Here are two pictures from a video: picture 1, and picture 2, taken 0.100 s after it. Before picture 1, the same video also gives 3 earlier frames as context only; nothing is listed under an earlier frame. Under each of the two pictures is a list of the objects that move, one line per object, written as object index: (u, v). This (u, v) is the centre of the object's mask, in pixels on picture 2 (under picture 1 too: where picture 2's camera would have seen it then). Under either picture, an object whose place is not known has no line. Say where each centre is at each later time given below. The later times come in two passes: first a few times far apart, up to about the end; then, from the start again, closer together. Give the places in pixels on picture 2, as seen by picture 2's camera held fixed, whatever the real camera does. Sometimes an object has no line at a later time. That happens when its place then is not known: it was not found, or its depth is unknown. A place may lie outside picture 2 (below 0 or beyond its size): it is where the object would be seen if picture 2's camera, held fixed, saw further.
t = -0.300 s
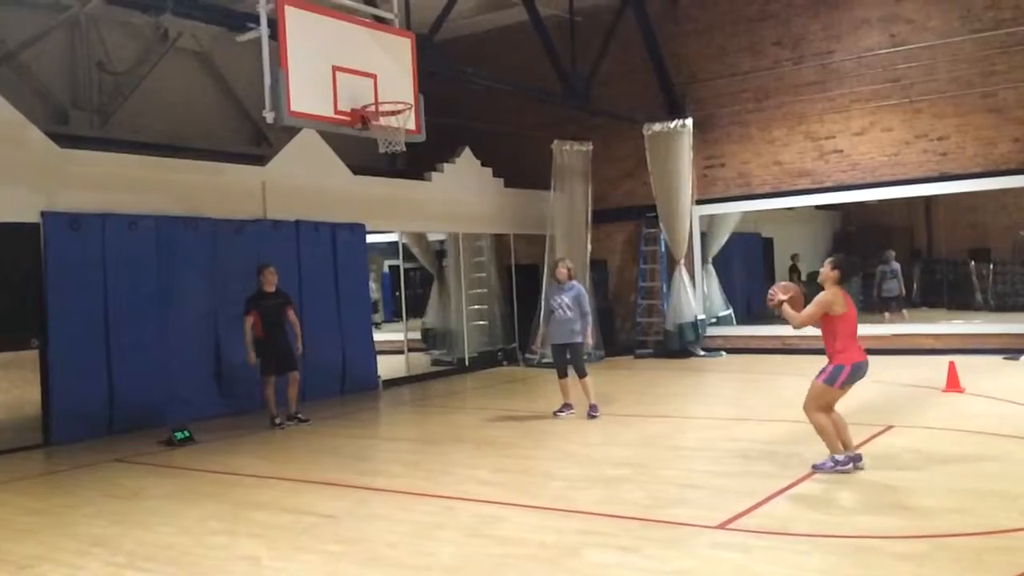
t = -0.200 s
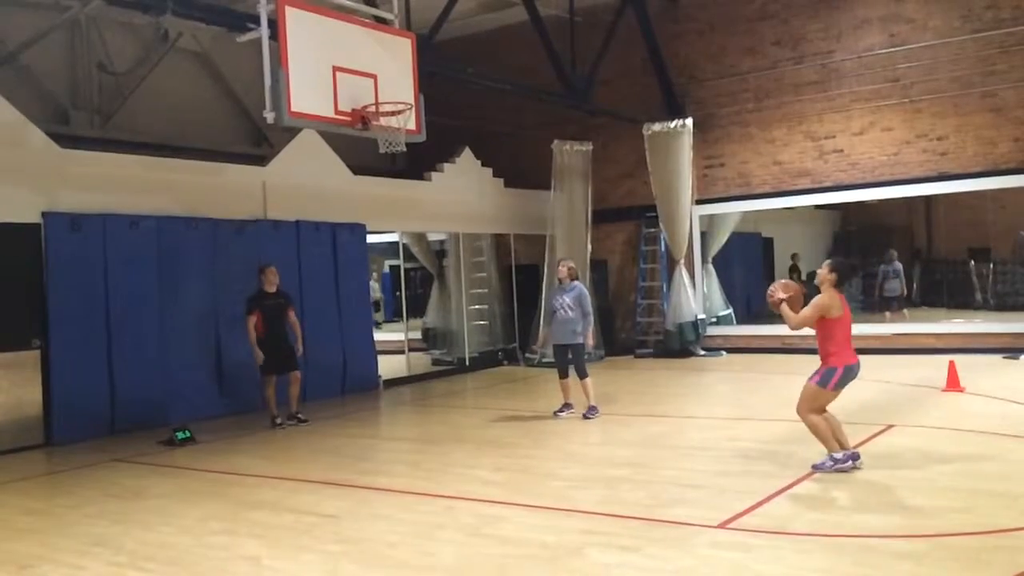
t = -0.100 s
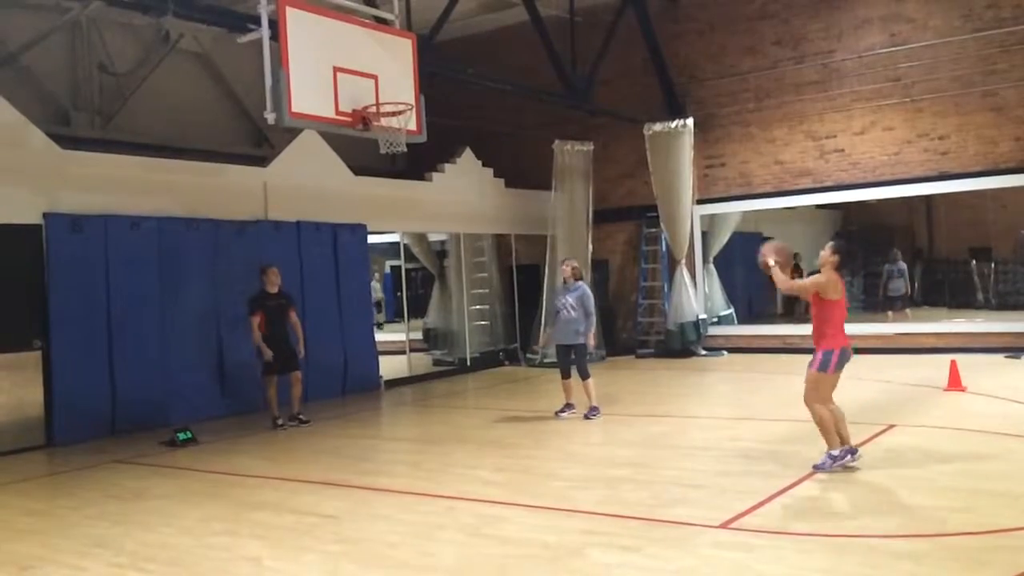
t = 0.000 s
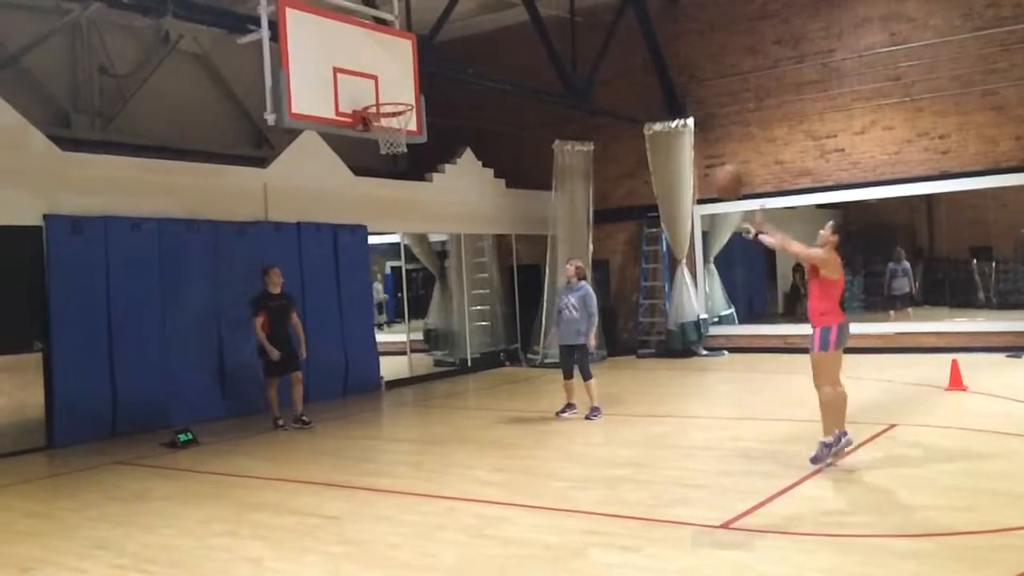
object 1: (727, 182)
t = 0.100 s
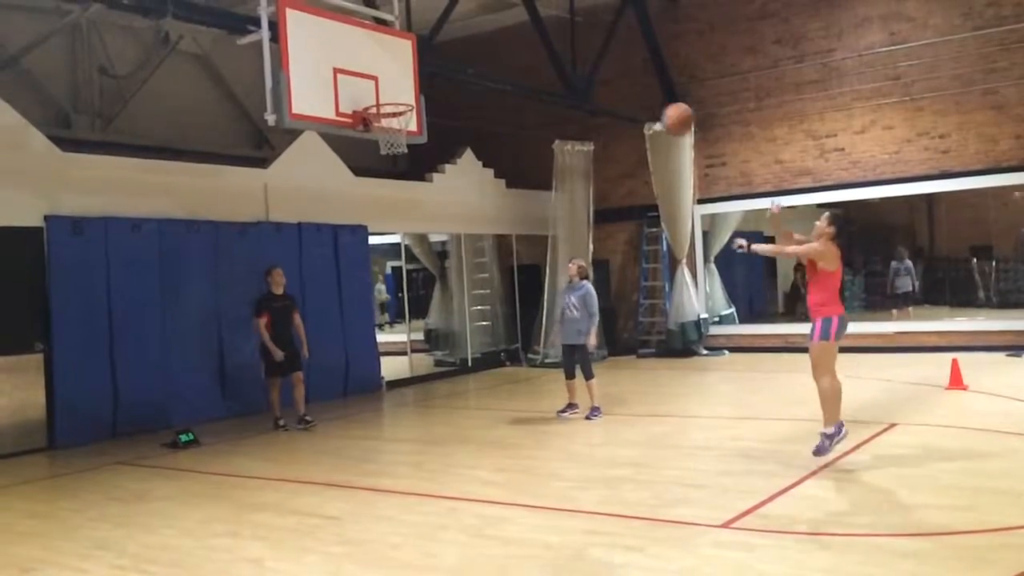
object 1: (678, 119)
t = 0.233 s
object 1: (617, 63)
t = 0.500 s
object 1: (515, 24)
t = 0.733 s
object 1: (441, 61)
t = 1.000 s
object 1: (439, 79)
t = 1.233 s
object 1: (491, 102)
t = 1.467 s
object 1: (553, 195)
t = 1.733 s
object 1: (636, 411)
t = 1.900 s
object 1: (668, 383)
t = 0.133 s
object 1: (662, 103)
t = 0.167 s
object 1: (647, 88)
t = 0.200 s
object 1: (632, 75)
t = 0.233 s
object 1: (617, 63)
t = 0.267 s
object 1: (603, 52)
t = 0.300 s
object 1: (589, 44)
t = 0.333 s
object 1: (576, 37)
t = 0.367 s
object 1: (563, 32)
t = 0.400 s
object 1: (551, 28)
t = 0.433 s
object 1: (538, 25)
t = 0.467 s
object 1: (526, 24)
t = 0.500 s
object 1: (515, 24)
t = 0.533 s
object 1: (503, 26)
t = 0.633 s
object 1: (471, 40)
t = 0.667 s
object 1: (461, 45)
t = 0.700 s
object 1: (450, 52)
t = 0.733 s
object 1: (441, 61)
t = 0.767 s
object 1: (432, 71)
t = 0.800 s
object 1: (422, 81)
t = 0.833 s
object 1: (412, 93)
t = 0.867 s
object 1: (413, 94)
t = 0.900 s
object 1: (419, 89)
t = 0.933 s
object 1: (426, 84)
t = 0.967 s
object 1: (431, 81)
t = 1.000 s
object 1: (439, 79)
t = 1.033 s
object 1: (445, 78)
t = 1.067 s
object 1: (452, 79)
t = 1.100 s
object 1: (460, 81)
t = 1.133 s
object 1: (467, 84)
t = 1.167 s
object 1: (475, 89)
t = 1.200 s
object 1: (483, 95)
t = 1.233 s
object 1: (491, 102)
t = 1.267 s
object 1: (499, 110)
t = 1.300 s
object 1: (508, 121)
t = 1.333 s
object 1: (517, 133)
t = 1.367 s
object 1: (525, 146)
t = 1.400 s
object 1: (534, 161)
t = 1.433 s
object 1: (543, 177)
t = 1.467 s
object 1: (553, 195)
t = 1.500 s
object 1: (562, 215)
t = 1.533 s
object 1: (572, 237)
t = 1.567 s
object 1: (582, 262)
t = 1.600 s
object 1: (594, 288)
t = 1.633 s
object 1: (604, 316)
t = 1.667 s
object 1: (613, 345)
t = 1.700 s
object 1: (624, 377)
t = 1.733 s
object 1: (636, 411)
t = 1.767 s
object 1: (647, 446)
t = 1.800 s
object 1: (655, 450)
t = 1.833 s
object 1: (659, 427)
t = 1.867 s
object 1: (663, 404)
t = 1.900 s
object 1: (668, 383)
